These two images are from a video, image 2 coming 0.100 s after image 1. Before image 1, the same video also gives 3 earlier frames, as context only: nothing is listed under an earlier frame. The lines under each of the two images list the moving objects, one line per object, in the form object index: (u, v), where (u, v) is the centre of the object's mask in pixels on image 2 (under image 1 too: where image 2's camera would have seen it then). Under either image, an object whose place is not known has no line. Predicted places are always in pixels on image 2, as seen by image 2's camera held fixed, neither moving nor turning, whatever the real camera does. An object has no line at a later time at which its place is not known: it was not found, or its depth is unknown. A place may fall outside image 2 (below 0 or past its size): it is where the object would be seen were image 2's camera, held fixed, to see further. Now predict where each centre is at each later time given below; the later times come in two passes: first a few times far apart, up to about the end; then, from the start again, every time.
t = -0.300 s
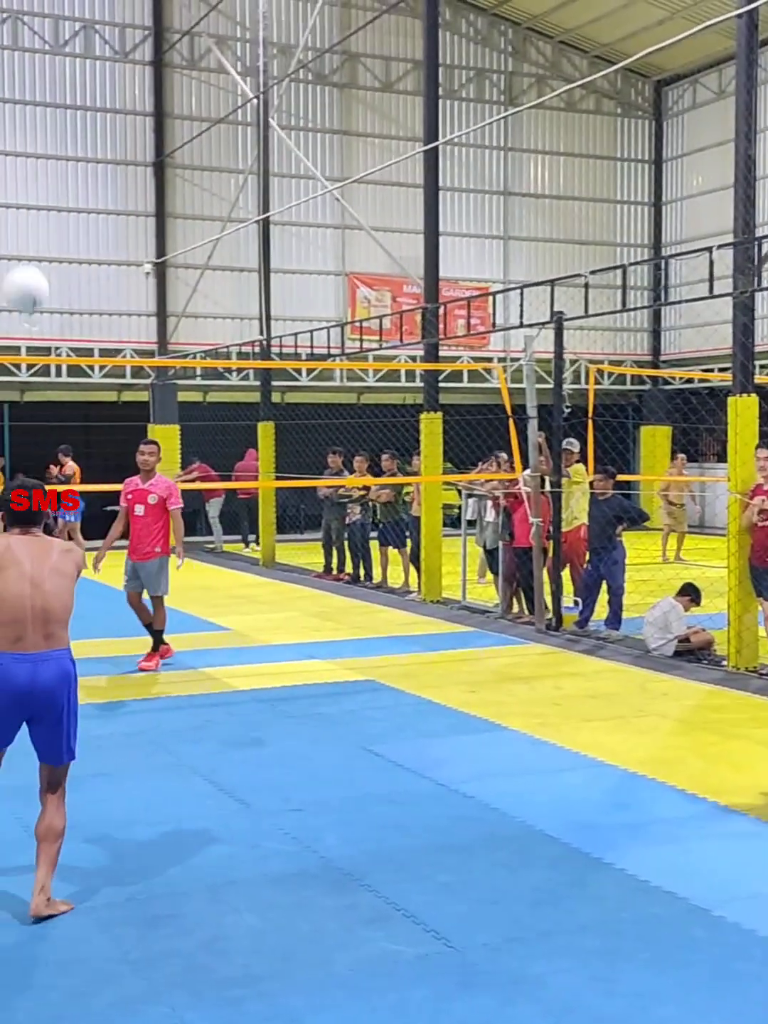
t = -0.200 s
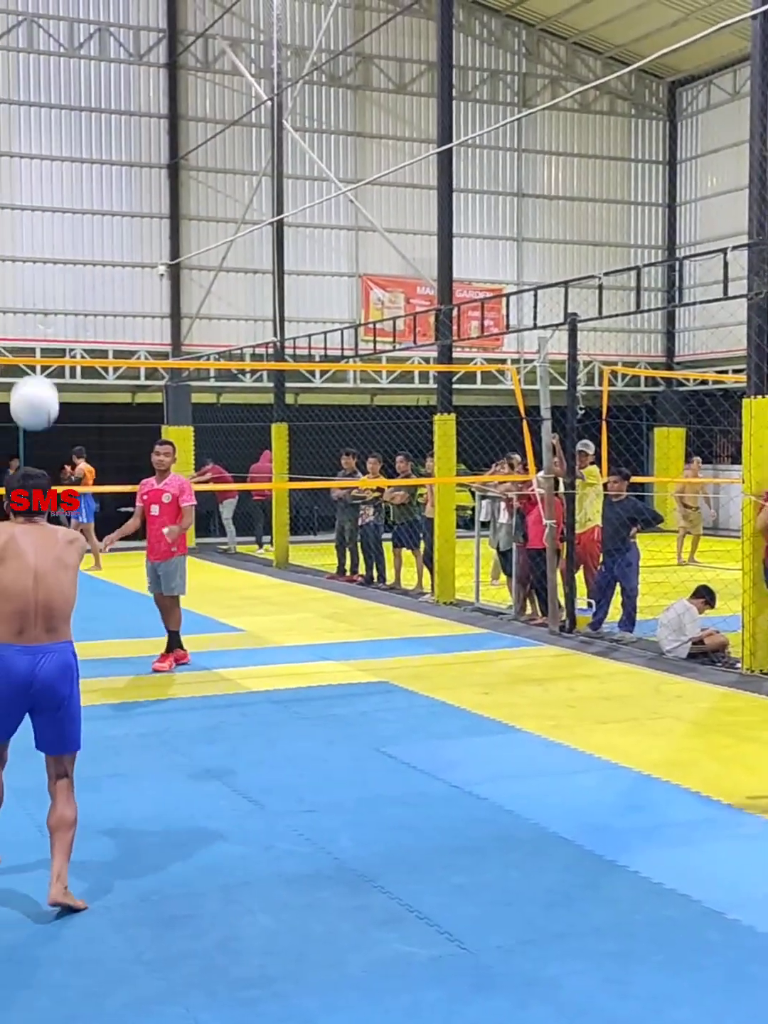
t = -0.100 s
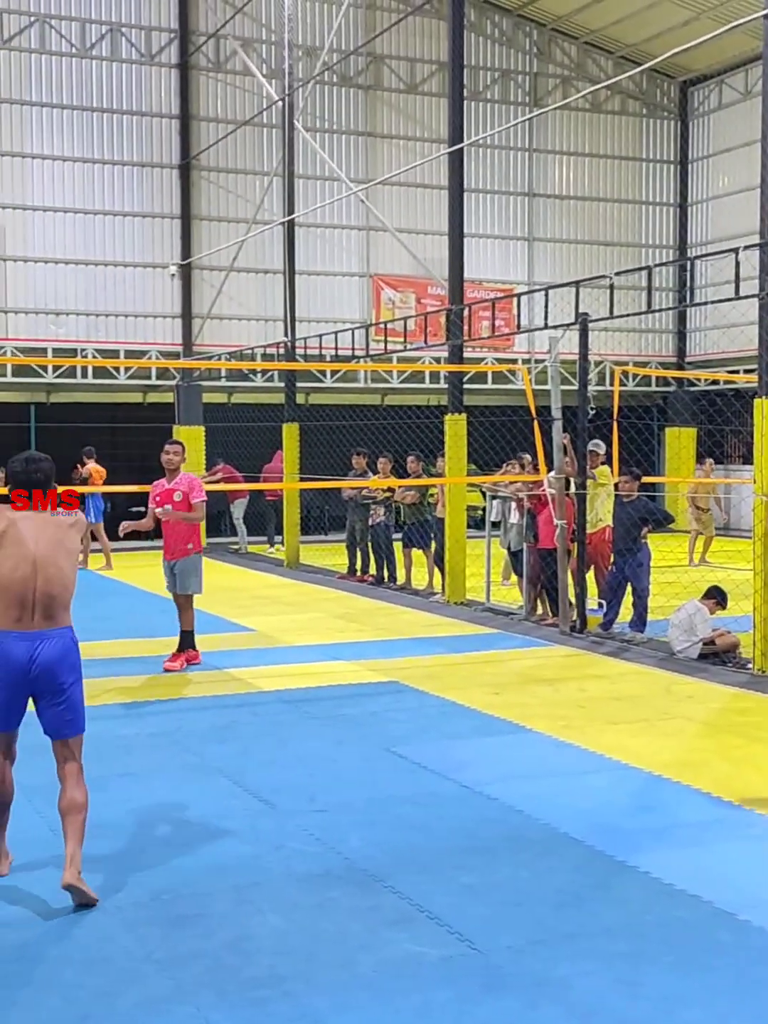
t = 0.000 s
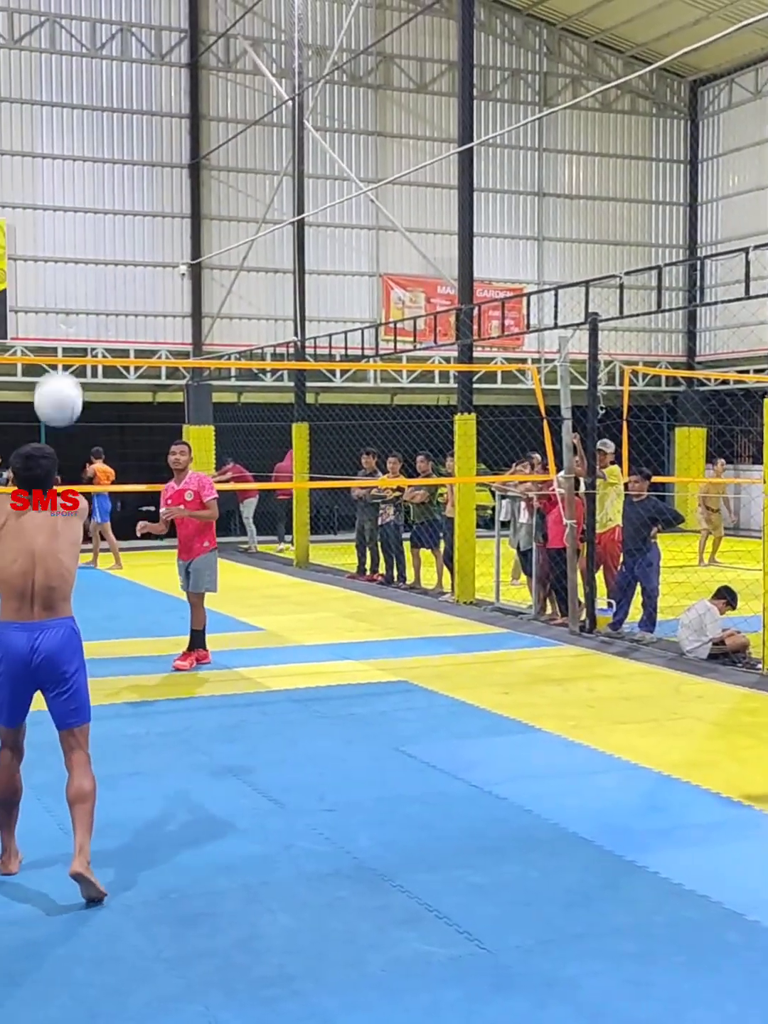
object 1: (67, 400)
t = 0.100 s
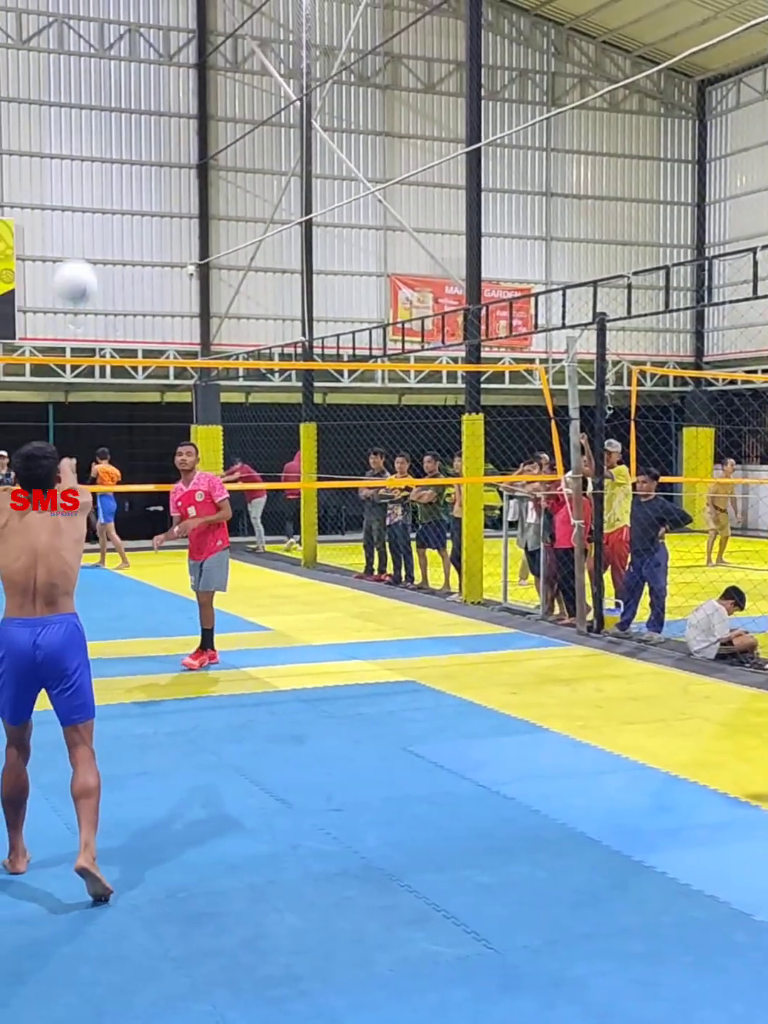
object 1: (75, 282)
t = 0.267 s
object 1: (88, 157)
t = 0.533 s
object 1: (109, 90)
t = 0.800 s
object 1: (129, 147)
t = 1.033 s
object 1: (145, 272)
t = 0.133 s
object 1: (78, 250)
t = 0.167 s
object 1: (80, 223)
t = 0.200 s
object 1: (84, 198)
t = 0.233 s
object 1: (86, 175)
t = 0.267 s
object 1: (88, 157)
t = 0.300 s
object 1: (91, 139)
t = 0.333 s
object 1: (94, 125)
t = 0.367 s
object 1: (96, 114)
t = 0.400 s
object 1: (99, 104)
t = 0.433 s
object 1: (101, 97)
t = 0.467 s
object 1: (104, 93)
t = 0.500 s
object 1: (107, 90)
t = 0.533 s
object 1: (109, 90)
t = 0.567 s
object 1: (112, 91)
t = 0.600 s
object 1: (114, 93)
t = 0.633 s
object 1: (117, 98)
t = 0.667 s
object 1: (119, 104)
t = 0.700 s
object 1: (121, 113)
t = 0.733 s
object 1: (124, 123)
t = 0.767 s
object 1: (126, 135)
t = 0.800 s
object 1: (129, 147)
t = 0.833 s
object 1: (131, 161)
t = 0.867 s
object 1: (134, 176)
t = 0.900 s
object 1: (136, 194)
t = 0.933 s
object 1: (139, 212)
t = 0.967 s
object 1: (141, 230)
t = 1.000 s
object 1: (144, 252)
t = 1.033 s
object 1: (145, 272)
